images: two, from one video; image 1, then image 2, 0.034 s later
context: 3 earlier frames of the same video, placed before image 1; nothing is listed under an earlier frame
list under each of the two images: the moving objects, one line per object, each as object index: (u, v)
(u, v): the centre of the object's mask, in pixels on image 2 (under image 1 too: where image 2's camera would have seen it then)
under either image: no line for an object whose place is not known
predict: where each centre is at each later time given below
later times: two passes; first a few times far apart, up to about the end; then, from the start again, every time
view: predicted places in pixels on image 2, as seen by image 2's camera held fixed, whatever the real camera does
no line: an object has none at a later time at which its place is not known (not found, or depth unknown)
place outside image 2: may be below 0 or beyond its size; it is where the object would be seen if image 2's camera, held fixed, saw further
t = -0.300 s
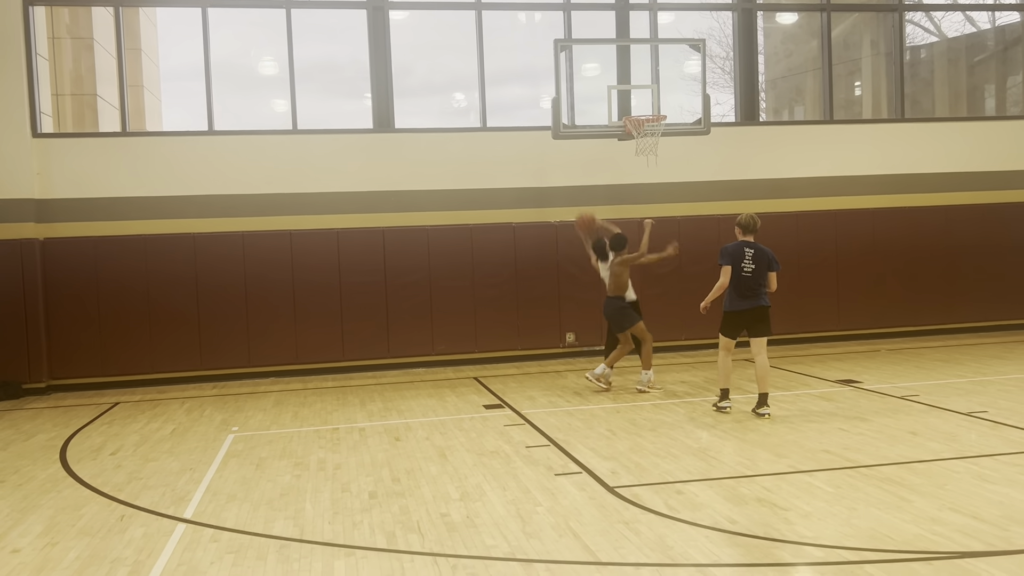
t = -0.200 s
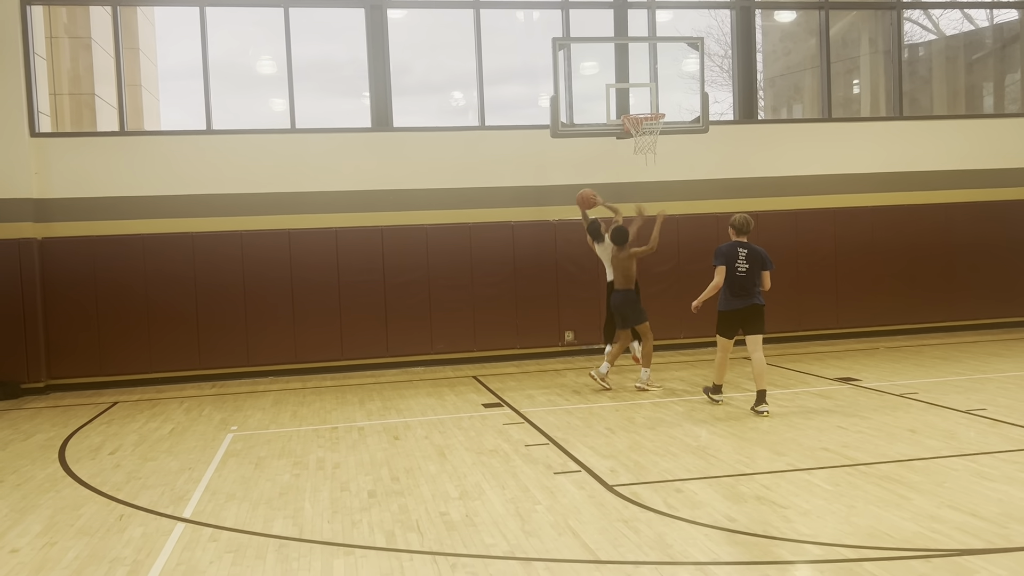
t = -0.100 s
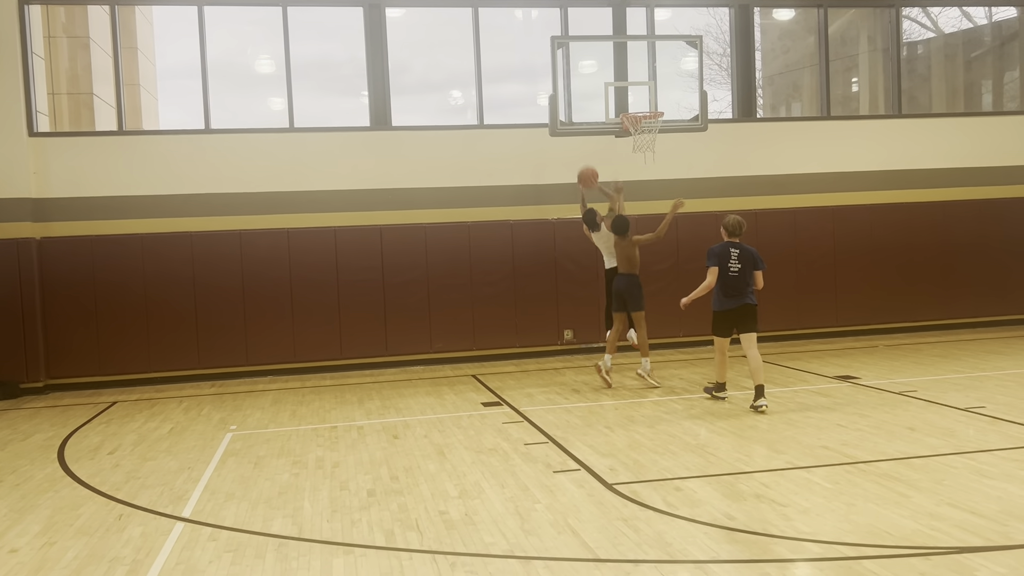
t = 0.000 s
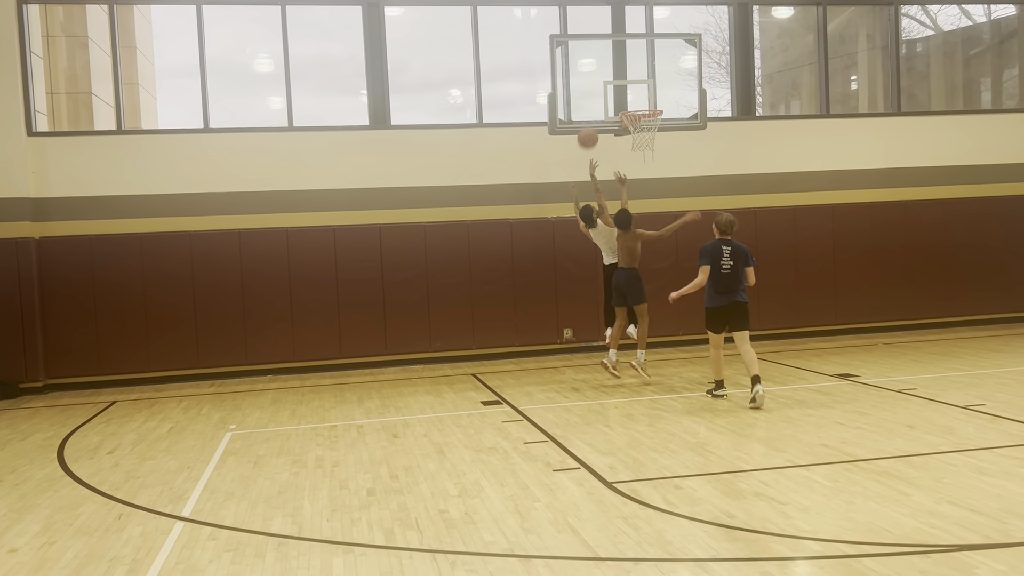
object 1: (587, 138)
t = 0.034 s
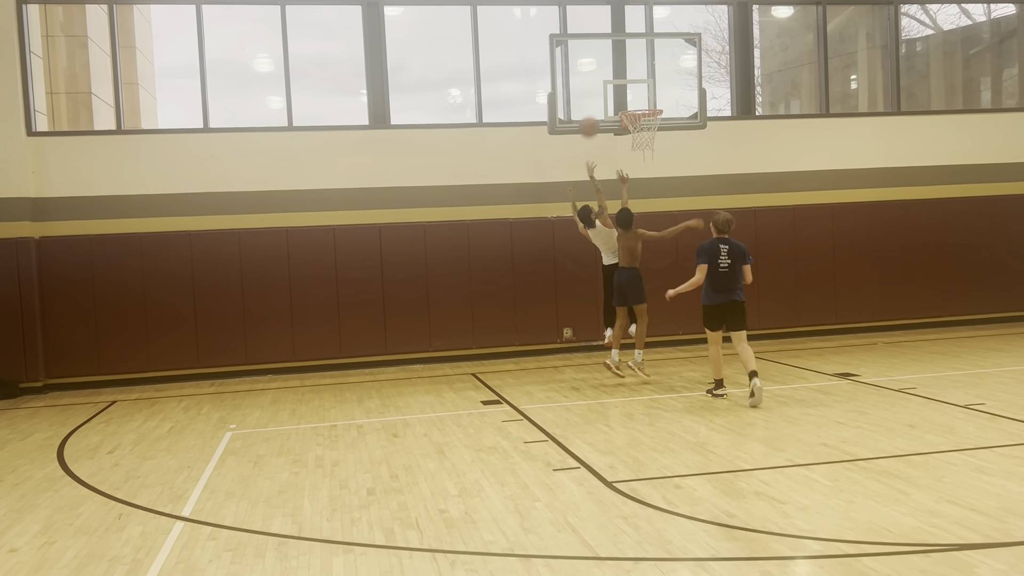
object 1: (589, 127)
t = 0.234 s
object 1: (598, 82)
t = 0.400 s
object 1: (608, 81)
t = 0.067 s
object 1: (590, 117)
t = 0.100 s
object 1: (592, 108)
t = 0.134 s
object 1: (593, 100)
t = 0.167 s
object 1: (595, 93)
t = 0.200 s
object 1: (596, 86)
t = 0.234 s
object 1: (598, 82)
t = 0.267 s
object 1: (600, 78)
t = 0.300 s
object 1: (602, 77)
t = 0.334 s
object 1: (604, 78)
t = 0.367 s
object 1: (606, 79)
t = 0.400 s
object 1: (608, 81)
